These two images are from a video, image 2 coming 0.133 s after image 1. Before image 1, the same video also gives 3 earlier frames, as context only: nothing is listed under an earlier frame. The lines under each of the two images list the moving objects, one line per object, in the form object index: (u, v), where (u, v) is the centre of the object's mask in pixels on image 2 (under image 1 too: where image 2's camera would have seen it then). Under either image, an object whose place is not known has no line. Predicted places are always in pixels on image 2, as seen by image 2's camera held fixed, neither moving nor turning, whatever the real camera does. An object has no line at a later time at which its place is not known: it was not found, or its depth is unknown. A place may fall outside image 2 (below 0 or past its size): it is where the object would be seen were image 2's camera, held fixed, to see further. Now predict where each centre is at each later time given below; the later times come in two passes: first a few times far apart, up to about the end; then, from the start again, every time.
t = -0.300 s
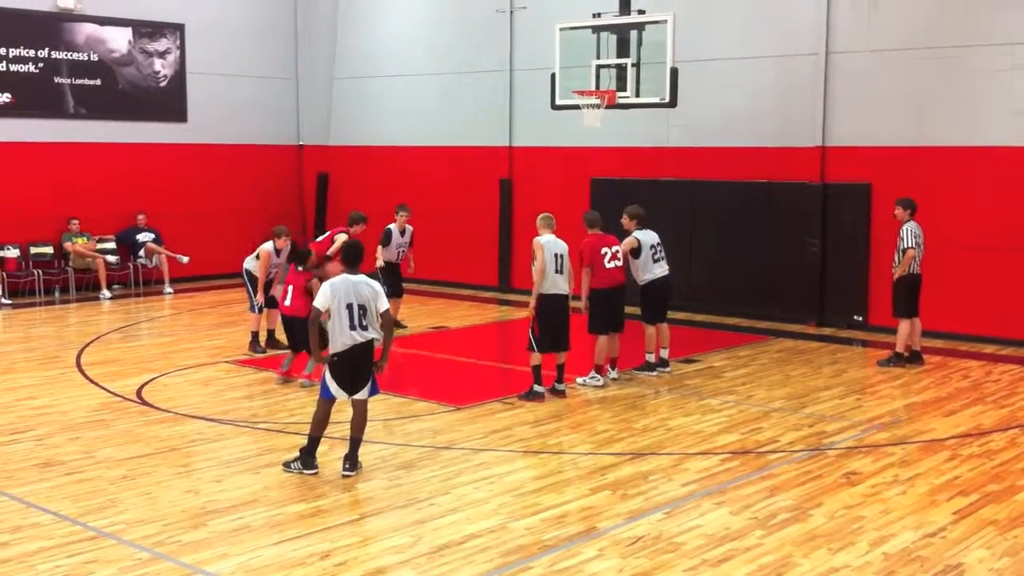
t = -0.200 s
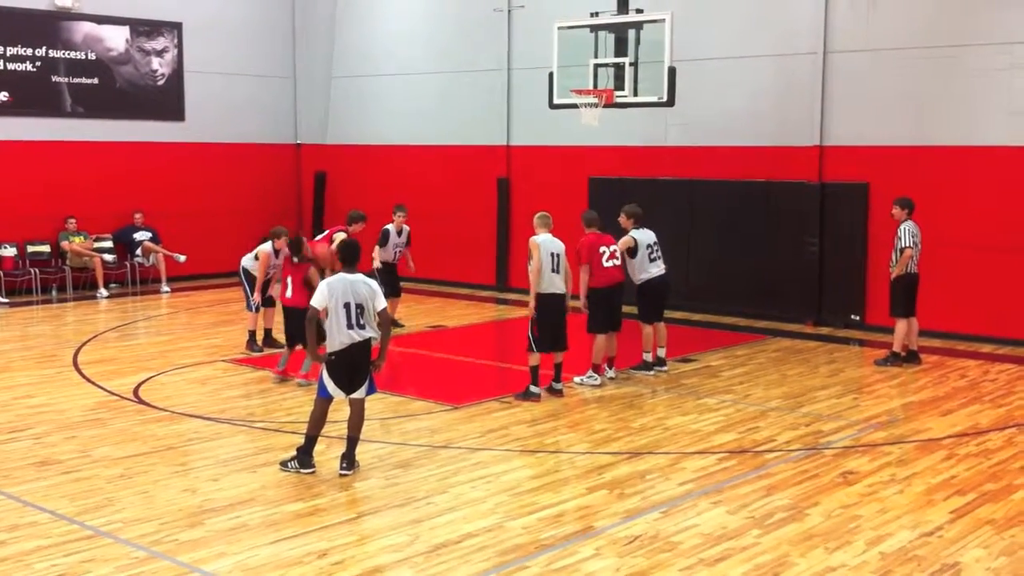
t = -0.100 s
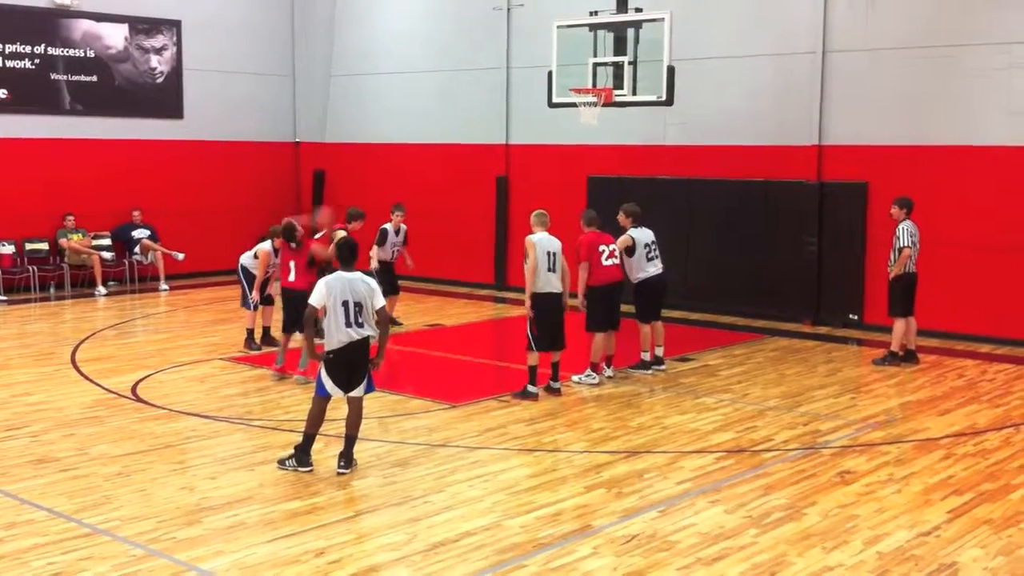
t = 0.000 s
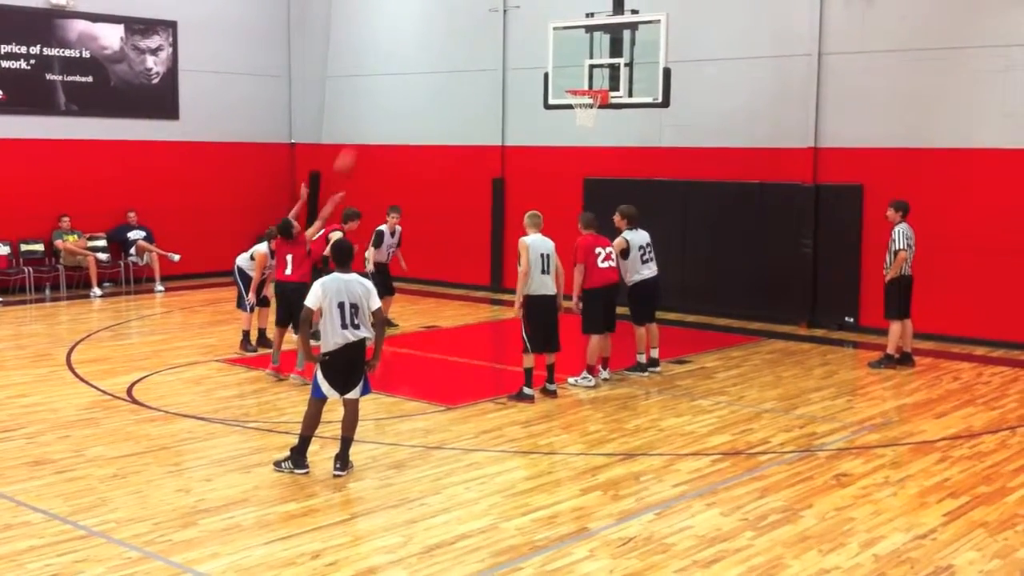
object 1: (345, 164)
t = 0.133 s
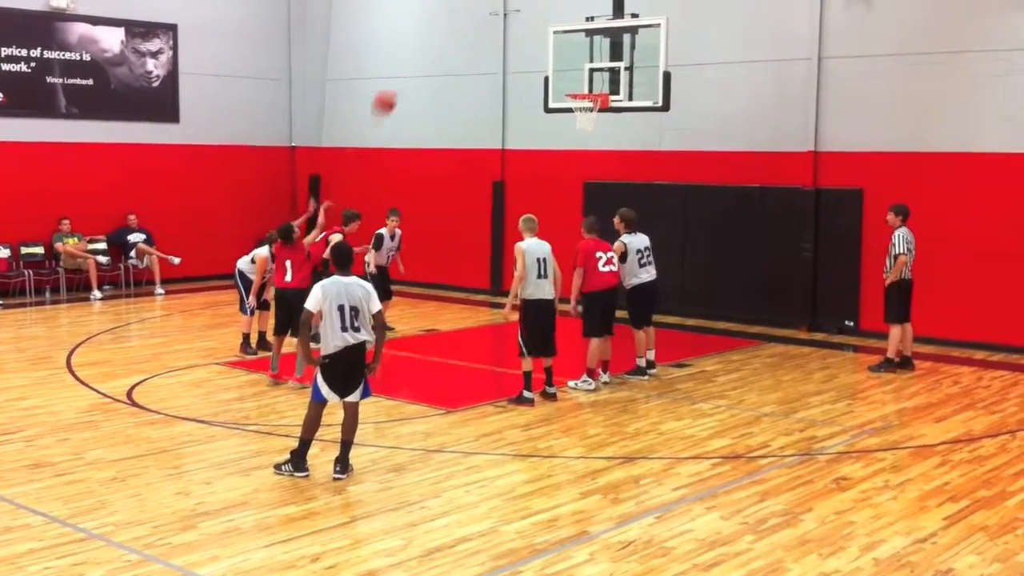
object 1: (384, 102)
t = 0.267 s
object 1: (421, 55)
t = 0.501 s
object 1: (482, 18)
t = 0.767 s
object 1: (539, 34)
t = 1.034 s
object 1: (593, 108)
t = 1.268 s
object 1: (598, 135)
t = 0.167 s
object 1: (393, 88)
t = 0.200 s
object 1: (403, 76)
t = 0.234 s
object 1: (412, 65)
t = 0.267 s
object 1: (421, 55)
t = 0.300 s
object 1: (430, 46)
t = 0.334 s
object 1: (439, 39)
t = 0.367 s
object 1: (447, 33)
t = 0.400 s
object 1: (456, 27)
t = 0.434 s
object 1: (464, 23)
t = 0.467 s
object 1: (474, 20)
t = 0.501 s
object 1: (482, 18)
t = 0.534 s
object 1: (489, 17)
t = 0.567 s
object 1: (497, 16)
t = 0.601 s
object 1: (504, 17)
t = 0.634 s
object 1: (512, 18)
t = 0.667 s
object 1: (519, 20)
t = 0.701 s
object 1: (526, 24)
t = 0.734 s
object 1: (533, 28)
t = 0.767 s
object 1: (539, 34)
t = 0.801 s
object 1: (546, 40)
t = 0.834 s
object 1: (553, 48)
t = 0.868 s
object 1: (561, 55)
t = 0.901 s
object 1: (568, 64)
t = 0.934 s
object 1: (575, 74)
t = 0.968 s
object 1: (580, 83)
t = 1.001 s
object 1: (587, 94)
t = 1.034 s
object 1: (593, 108)
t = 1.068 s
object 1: (598, 113)
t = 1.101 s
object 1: (598, 116)
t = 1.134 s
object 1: (598, 118)
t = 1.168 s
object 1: (598, 121)
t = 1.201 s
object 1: (597, 125)
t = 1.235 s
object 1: (598, 130)
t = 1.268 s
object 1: (598, 135)
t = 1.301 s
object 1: (597, 142)
